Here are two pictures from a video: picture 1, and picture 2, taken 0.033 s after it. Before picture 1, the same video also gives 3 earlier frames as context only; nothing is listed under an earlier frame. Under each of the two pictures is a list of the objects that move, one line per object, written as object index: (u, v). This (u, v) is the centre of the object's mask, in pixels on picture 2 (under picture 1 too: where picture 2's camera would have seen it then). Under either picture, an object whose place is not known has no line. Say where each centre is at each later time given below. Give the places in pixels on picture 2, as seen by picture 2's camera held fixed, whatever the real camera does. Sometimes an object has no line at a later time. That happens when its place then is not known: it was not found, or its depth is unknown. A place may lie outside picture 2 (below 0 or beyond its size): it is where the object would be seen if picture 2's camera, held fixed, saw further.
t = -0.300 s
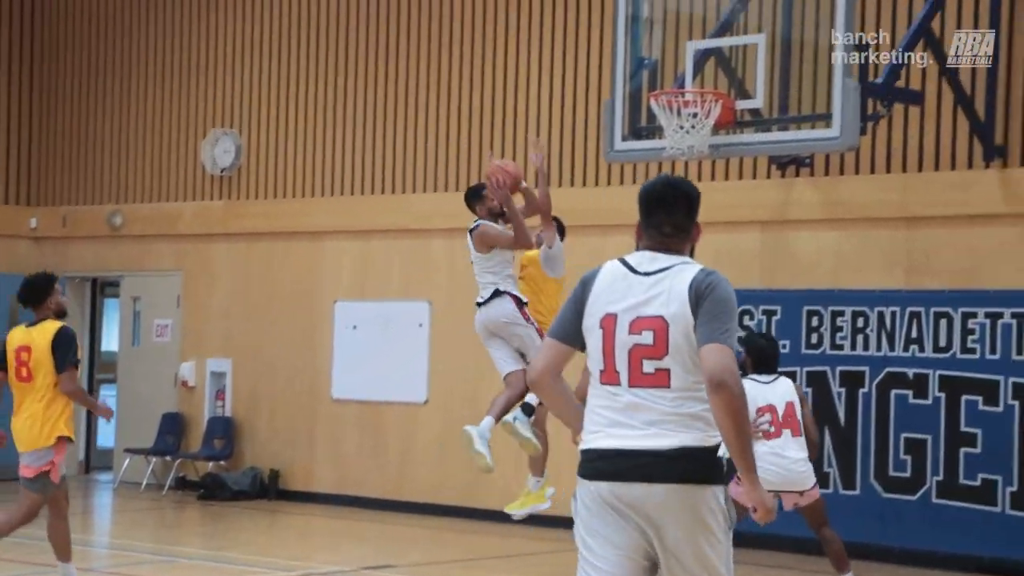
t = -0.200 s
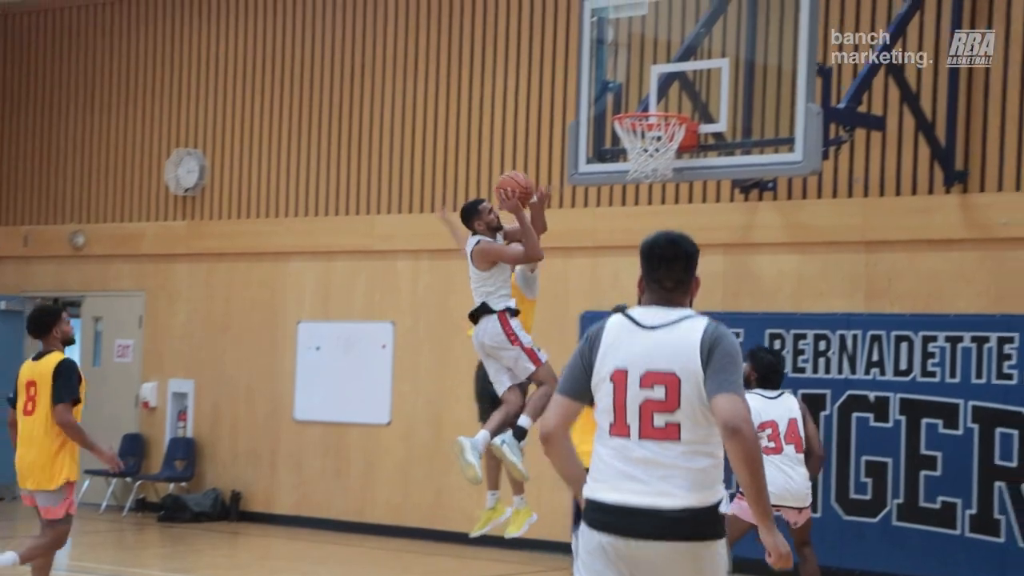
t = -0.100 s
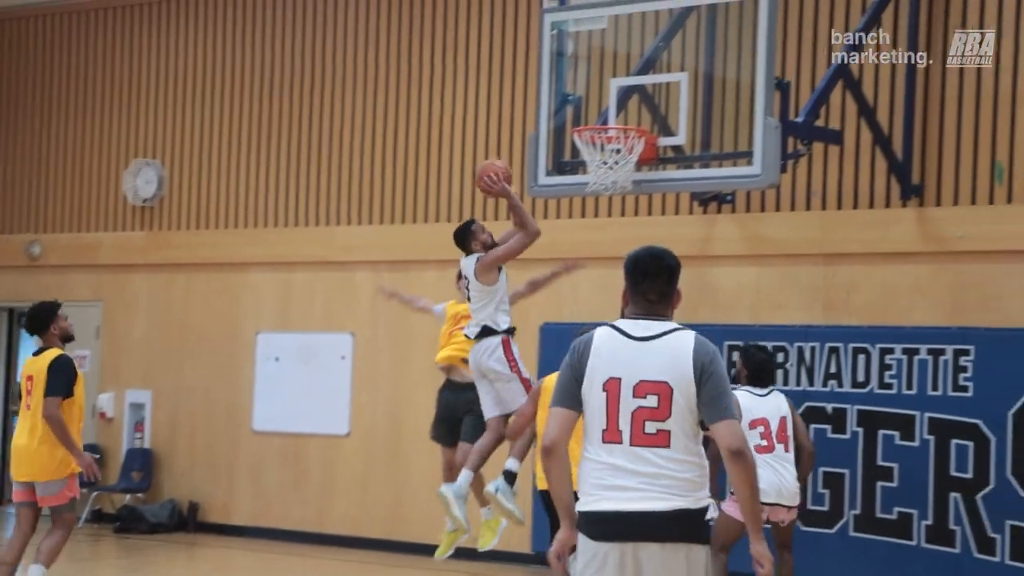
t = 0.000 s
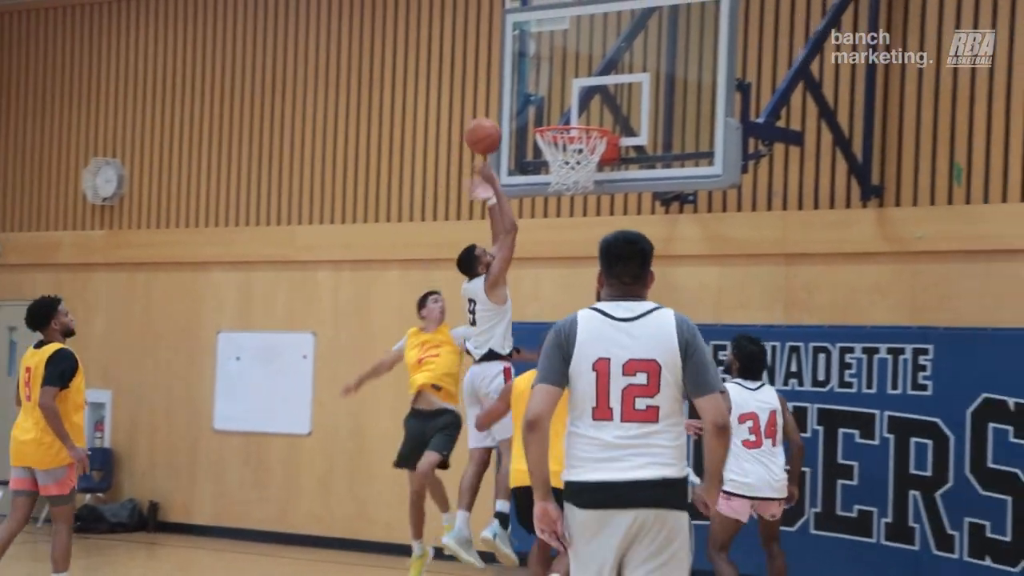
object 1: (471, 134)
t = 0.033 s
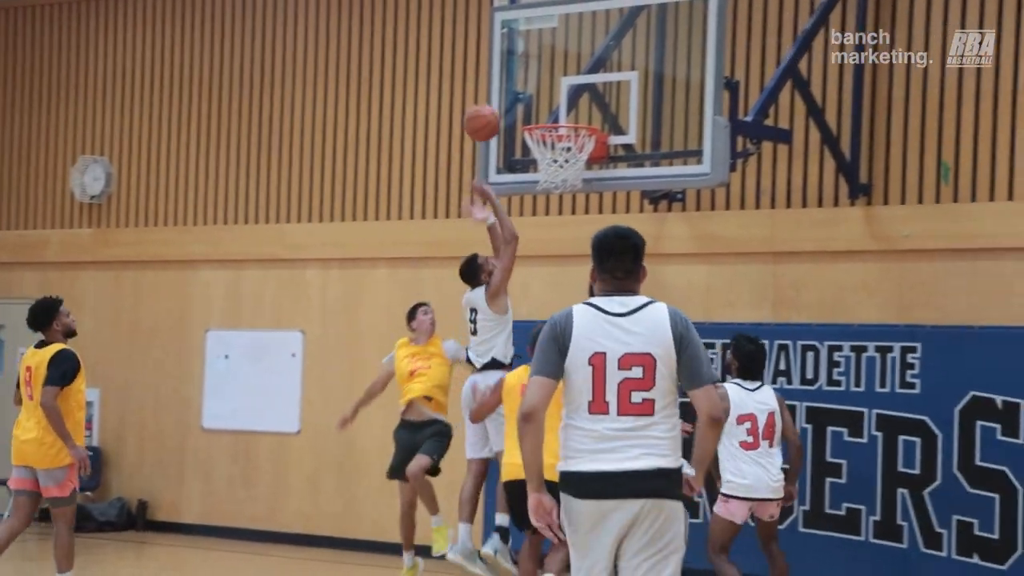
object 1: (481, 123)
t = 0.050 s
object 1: (486, 118)
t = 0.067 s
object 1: (491, 113)
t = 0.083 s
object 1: (496, 109)
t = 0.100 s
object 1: (501, 104)
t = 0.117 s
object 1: (505, 101)
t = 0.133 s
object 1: (510, 98)
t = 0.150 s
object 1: (515, 95)
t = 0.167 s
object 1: (519, 93)
